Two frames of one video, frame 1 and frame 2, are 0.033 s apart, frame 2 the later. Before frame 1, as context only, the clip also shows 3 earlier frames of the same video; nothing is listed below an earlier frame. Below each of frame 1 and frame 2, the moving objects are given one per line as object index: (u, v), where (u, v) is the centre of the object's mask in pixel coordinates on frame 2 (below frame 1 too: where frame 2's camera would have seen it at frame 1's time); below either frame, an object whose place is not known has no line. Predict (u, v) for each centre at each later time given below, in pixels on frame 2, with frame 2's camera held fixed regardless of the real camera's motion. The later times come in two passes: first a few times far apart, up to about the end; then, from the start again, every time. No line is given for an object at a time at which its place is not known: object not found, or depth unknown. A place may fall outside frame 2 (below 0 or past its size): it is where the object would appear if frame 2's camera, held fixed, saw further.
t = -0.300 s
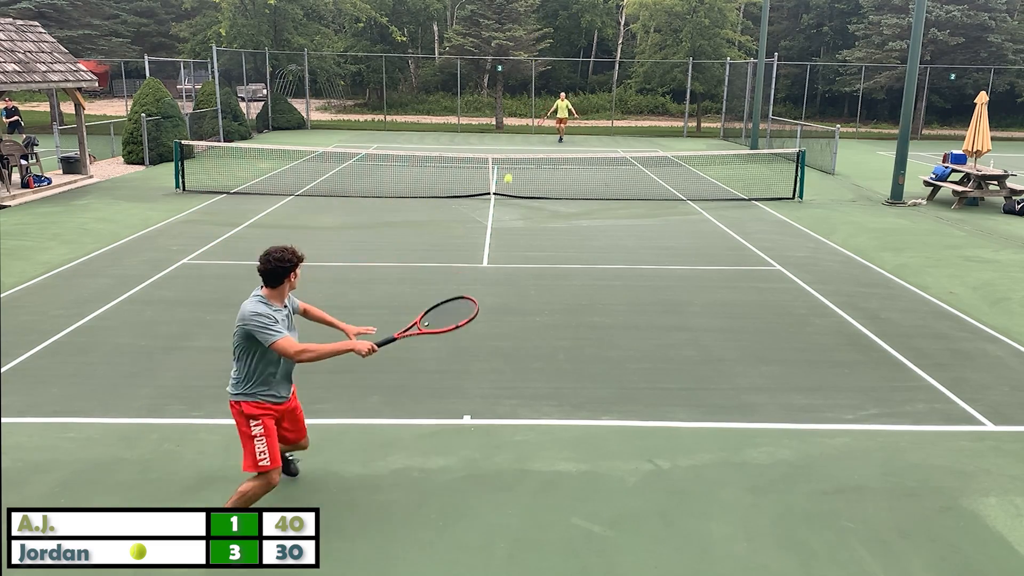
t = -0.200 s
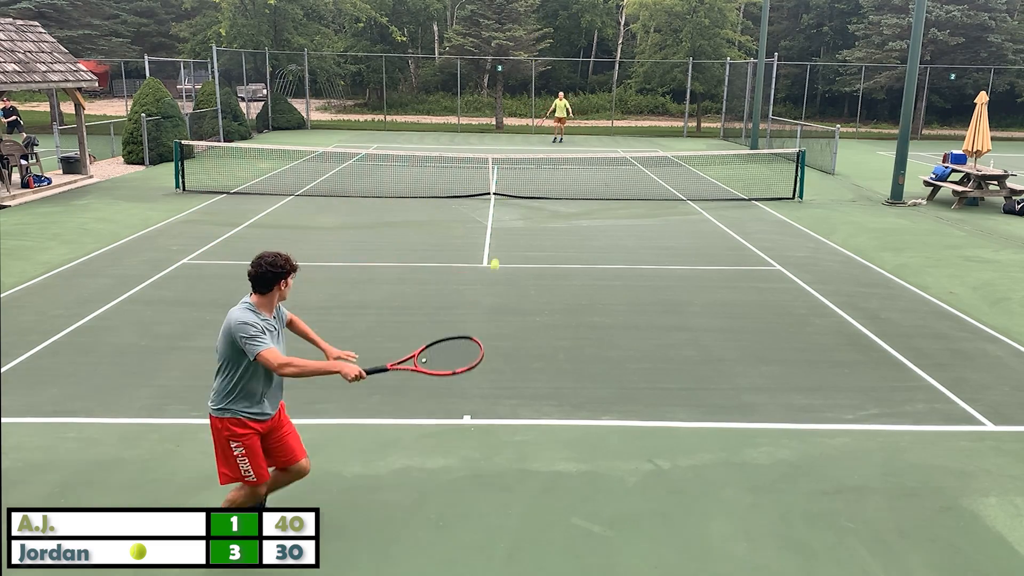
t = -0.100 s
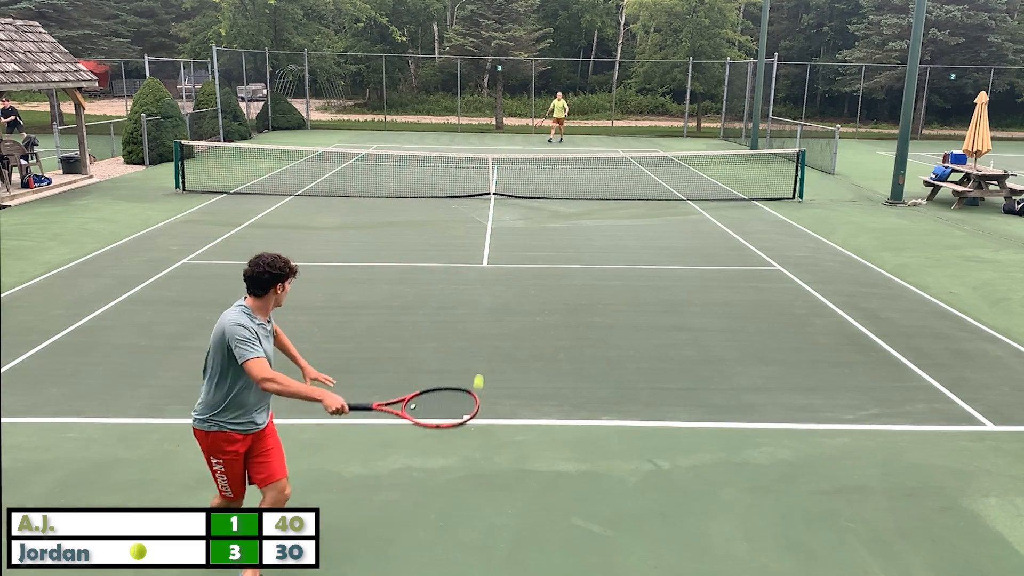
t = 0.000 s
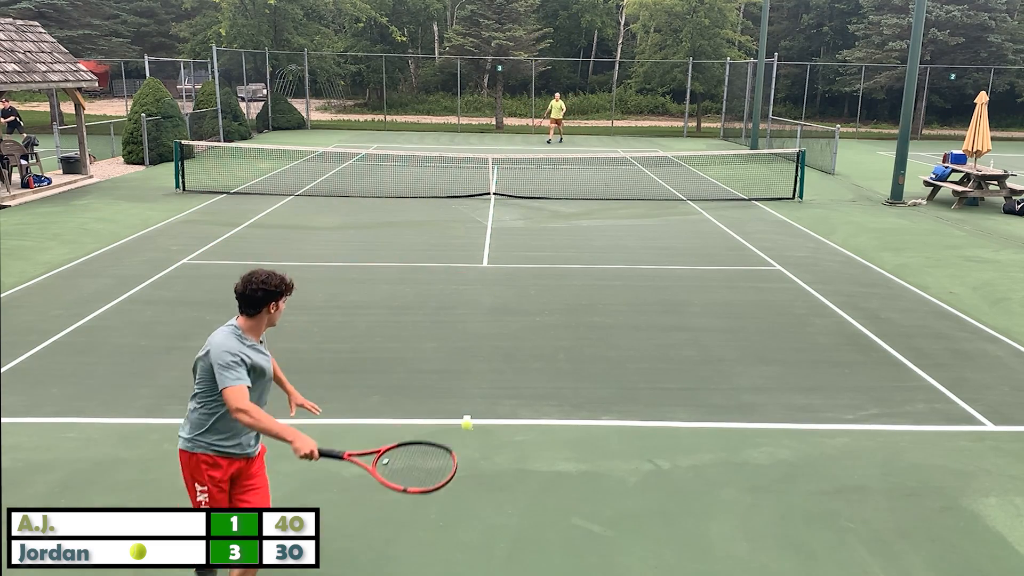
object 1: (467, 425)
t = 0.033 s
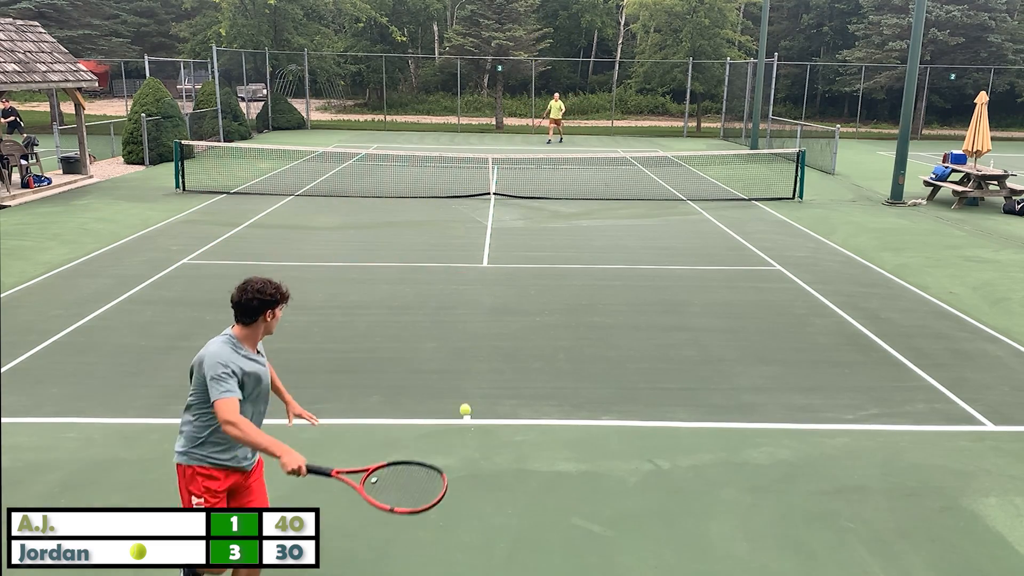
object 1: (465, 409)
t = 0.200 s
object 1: (455, 350)
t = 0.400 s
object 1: (440, 328)
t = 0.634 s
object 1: (413, 421)
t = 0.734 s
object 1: (397, 526)
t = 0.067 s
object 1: (463, 395)
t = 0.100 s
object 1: (461, 382)
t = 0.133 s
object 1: (459, 370)
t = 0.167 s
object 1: (457, 360)
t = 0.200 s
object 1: (455, 350)
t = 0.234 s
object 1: (453, 342)
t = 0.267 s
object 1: (451, 336)
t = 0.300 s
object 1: (448, 331)
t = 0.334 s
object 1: (445, 328)
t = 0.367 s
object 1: (443, 327)
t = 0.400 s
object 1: (440, 328)
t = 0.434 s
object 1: (437, 332)
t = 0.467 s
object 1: (433, 338)
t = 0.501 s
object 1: (430, 348)
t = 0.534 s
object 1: (425, 360)
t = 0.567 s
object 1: (422, 377)
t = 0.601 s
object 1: (417, 397)
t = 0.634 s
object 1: (413, 421)
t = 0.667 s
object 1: (408, 451)
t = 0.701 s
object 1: (403, 485)
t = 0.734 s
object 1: (397, 526)
